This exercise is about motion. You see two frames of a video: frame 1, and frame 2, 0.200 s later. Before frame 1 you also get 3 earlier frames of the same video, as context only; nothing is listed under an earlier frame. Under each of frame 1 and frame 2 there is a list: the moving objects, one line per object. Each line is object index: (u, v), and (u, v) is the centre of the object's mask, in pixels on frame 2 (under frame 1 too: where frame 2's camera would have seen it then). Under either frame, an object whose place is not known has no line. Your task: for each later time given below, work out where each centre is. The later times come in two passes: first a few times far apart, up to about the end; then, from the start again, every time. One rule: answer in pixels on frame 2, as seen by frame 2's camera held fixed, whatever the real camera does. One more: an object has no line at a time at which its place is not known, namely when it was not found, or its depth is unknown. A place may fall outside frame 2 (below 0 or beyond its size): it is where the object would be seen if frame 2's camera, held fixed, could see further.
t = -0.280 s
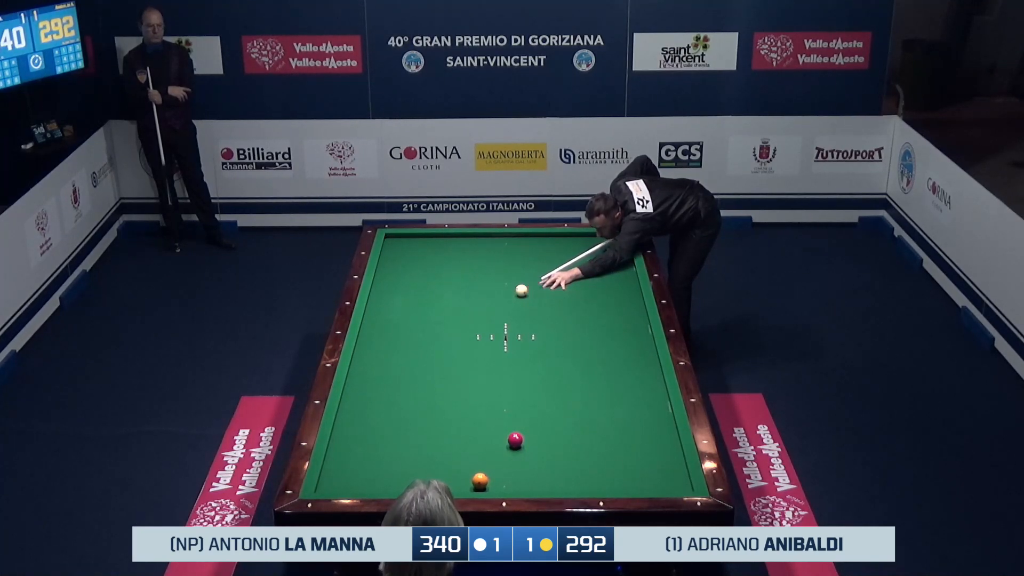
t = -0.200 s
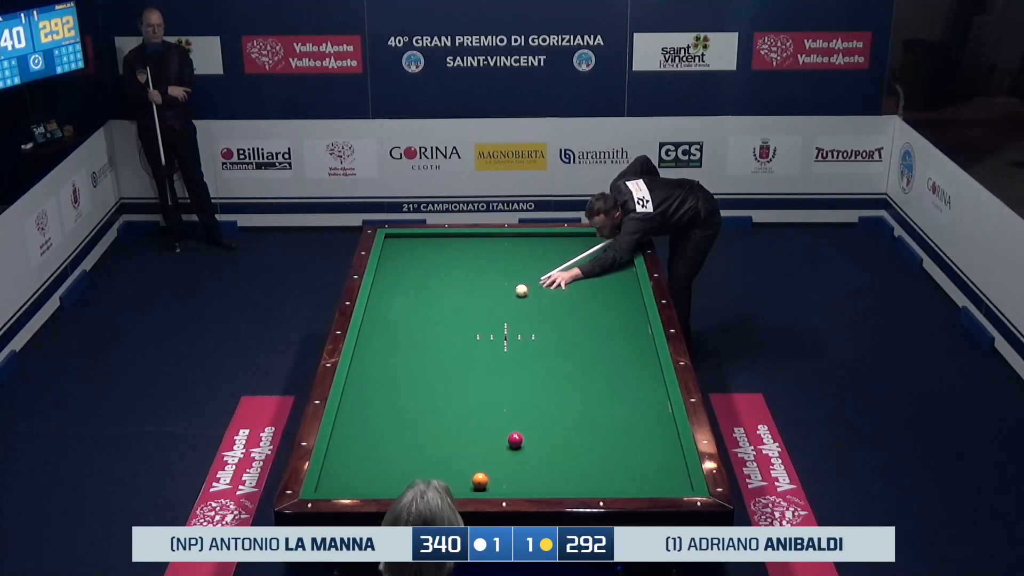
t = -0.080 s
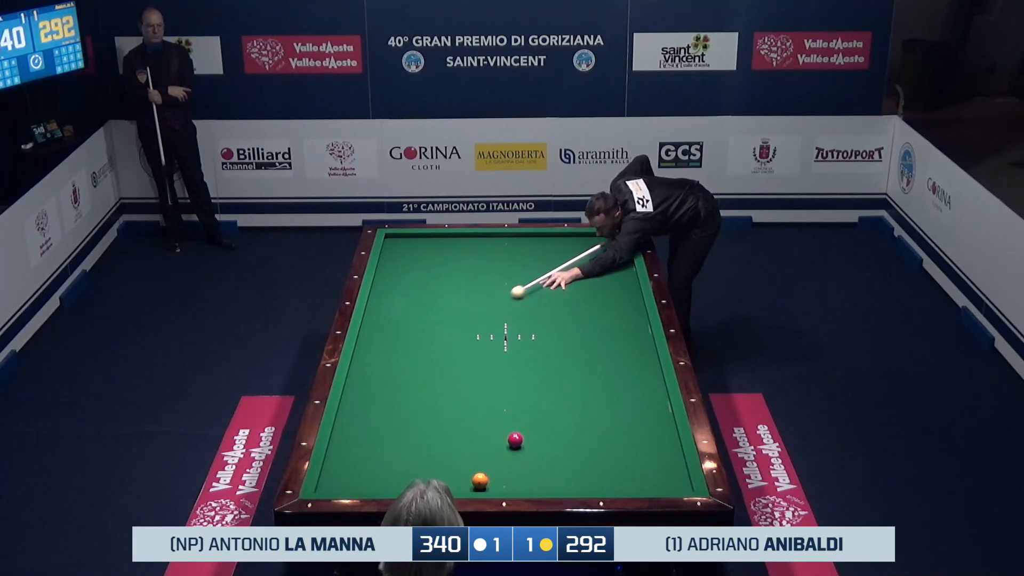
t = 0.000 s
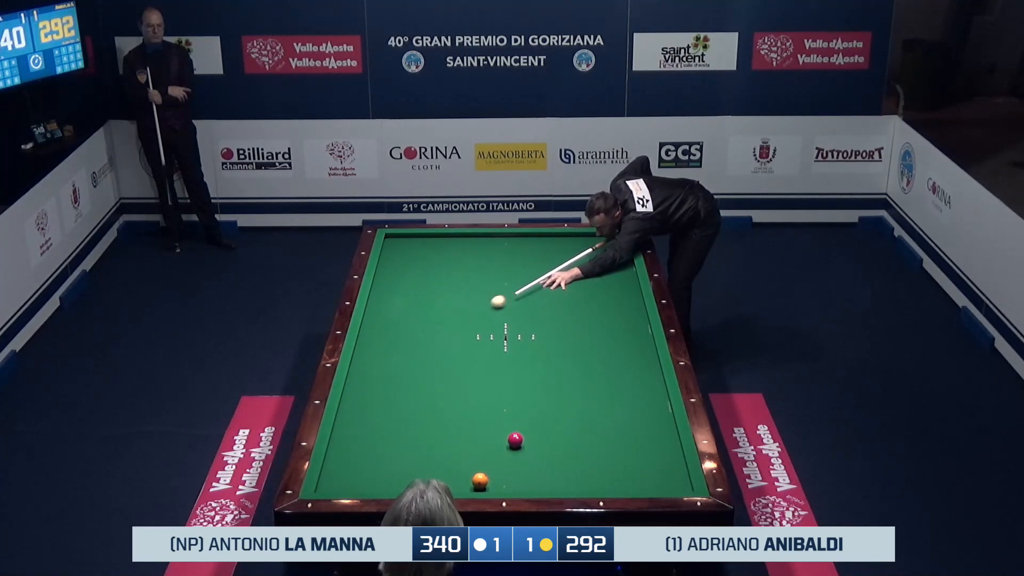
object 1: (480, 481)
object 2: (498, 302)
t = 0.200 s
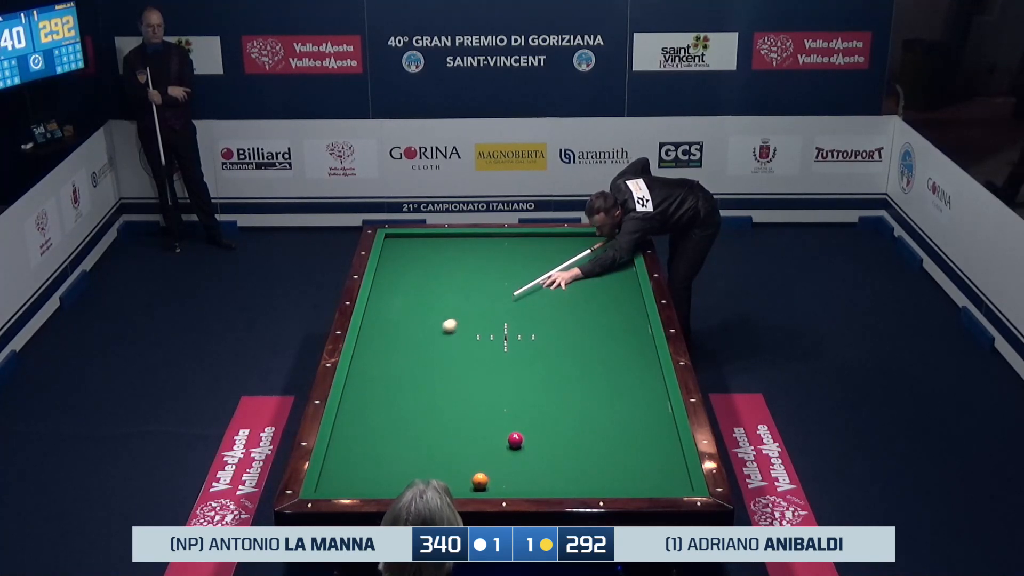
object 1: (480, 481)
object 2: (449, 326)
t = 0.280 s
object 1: (480, 481)
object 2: (429, 336)
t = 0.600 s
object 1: (480, 481)
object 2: (361, 380)
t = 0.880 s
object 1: (480, 481)
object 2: (400, 416)
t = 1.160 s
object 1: (480, 481)
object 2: (438, 456)
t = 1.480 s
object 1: (498, 469)
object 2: (475, 486)
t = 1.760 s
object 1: (538, 443)
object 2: (489, 486)
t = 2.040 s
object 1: (572, 421)
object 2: (502, 487)
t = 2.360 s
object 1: (609, 397)
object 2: (516, 487)
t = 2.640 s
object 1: (638, 378)
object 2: (527, 486)
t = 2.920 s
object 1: (646, 362)
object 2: (538, 486)
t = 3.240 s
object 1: (625, 348)
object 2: (548, 486)
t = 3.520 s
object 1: (609, 337)
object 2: (556, 486)
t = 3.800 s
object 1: (593, 326)
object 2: (564, 486)
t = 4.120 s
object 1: (576, 315)
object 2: (571, 486)
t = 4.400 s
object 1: (563, 306)
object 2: (577, 486)
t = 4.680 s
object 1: (549, 297)
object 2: (582, 485)
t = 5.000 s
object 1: (535, 288)
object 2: (586, 485)
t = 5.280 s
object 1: (524, 280)
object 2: (590, 485)
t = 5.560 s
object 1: (513, 273)
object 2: (592, 485)
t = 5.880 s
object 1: (502, 265)
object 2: (593, 485)
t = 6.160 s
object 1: (492, 259)
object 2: (594, 485)
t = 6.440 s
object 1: (484, 253)
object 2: (594, 485)
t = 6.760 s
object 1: (474, 247)
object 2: (594, 485)
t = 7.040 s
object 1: (466, 241)
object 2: (594, 485)
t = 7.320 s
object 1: (459, 236)
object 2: (594, 485)
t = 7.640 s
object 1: (452, 238)
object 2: (594, 485)
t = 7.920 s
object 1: (447, 240)
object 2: (594, 485)
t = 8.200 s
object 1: (443, 243)
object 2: (594, 485)
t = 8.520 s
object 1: (438, 246)
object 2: (594, 485)
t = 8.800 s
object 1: (434, 248)
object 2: (594, 485)
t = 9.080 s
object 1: (430, 250)
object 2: (594, 485)
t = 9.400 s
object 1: (426, 252)
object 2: (594, 485)
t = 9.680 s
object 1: (423, 253)
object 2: (594, 485)
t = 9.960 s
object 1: (420, 255)
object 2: (594, 485)
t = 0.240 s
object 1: (480, 481)
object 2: (439, 332)
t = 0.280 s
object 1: (480, 481)
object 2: (429, 336)
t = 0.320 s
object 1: (480, 481)
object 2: (418, 342)
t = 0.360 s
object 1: (480, 481)
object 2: (407, 347)
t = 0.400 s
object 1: (480, 481)
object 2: (396, 352)
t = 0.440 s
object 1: (480, 481)
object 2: (386, 358)
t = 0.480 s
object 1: (480, 481)
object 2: (374, 364)
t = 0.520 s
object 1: (480, 481)
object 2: (363, 369)
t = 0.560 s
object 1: (480, 481)
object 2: (354, 375)
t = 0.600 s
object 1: (480, 481)
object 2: (361, 380)
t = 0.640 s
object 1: (480, 481)
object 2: (368, 384)
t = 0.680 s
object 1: (480, 481)
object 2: (375, 390)
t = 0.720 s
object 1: (480, 481)
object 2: (380, 395)
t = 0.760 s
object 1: (480, 481)
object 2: (385, 400)
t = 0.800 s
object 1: (480, 481)
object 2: (390, 405)
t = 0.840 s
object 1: (480, 481)
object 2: (395, 410)
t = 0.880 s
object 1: (480, 481)
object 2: (400, 416)
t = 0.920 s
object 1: (480, 481)
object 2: (406, 421)
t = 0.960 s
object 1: (480, 481)
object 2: (411, 427)
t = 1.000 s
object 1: (480, 481)
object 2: (416, 432)
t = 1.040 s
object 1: (480, 481)
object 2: (422, 438)
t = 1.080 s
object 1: (480, 481)
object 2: (427, 444)
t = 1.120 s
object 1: (480, 481)
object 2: (432, 450)
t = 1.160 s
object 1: (480, 481)
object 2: (438, 456)
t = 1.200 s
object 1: (480, 481)
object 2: (444, 463)
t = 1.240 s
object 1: (480, 481)
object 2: (450, 468)
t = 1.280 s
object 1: (480, 481)
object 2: (456, 475)
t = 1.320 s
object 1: (480, 481)
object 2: (462, 482)
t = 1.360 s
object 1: (481, 480)
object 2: (467, 486)
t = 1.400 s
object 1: (483, 479)
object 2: (472, 486)
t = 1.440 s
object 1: (491, 474)
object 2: (474, 486)
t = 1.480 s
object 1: (498, 469)
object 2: (475, 486)
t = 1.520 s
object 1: (504, 465)
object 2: (477, 486)
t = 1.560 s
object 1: (510, 461)
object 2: (479, 486)
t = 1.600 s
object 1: (516, 457)
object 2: (481, 486)
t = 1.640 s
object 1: (522, 454)
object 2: (483, 486)
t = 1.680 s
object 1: (527, 450)
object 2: (485, 486)
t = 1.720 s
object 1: (532, 447)
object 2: (487, 486)
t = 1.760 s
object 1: (538, 443)
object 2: (489, 486)
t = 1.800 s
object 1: (543, 440)
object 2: (491, 486)
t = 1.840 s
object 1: (548, 437)
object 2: (493, 486)
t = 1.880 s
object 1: (553, 433)
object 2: (495, 486)
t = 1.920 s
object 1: (558, 430)
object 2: (497, 486)
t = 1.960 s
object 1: (563, 427)
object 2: (498, 486)
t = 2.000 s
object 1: (568, 424)
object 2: (500, 487)
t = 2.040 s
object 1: (572, 421)
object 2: (502, 487)
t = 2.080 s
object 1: (577, 417)
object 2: (504, 487)
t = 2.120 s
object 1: (582, 414)
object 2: (506, 486)
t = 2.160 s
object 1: (586, 411)
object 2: (508, 487)
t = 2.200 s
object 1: (591, 408)
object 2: (509, 487)
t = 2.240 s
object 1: (596, 406)
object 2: (511, 487)
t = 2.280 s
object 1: (600, 403)
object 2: (513, 487)
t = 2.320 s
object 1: (604, 400)
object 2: (514, 487)
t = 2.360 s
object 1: (609, 397)
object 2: (516, 487)
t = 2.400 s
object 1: (613, 394)
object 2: (518, 487)
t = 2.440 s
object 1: (617, 391)
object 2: (519, 487)
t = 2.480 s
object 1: (622, 388)
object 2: (521, 487)
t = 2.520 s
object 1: (626, 386)
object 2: (523, 487)
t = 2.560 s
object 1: (630, 383)
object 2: (524, 487)
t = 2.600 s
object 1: (634, 380)
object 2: (526, 487)
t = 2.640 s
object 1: (638, 378)
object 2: (527, 486)
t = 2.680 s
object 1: (642, 375)
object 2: (529, 486)
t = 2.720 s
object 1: (646, 373)
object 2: (530, 486)
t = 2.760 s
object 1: (650, 370)
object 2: (532, 487)
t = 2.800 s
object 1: (654, 367)
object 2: (533, 486)
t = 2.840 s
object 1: (653, 366)
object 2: (535, 486)
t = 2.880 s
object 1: (649, 364)
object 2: (536, 486)
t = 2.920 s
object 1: (646, 362)
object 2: (538, 486)
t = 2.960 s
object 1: (643, 360)
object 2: (539, 486)
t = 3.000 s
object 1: (641, 358)
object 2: (540, 486)
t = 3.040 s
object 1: (638, 357)
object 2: (542, 486)
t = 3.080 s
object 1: (635, 355)
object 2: (543, 486)
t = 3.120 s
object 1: (633, 353)
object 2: (544, 486)
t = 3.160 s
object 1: (630, 351)
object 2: (546, 486)
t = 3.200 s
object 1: (628, 350)
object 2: (547, 486)
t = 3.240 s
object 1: (625, 348)
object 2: (548, 486)
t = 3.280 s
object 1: (623, 346)
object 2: (550, 486)
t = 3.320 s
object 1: (620, 345)
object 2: (550, 486)
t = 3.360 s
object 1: (618, 343)
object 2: (552, 486)
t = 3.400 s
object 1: (616, 341)
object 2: (553, 486)
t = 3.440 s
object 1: (613, 340)
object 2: (554, 486)
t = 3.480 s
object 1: (611, 338)
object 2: (555, 486)
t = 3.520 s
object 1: (609, 337)
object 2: (556, 486)
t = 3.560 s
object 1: (606, 335)
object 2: (558, 486)
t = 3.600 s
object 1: (604, 334)
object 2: (559, 486)
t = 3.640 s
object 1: (602, 332)
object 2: (560, 486)
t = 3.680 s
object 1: (599, 331)
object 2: (561, 486)
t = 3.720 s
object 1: (597, 329)
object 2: (562, 486)
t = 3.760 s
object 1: (595, 328)
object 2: (563, 486)
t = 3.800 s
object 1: (593, 326)
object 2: (564, 486)
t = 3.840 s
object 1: (591, 325)
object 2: (565, 486)
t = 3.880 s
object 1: (589, 323)
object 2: (566, 486)
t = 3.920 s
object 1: (586, 322)
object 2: (567, 486)
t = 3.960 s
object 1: (584, 321)
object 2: (568, 486)
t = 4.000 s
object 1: (582, 319)
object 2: (569, 486)
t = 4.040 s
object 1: (580, 318)
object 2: (570, 486)
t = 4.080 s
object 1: (578, 316)
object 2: (571, 486)
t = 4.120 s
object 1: (576, 315)
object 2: (571, 486)
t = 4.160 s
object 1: (574, 314)
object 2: (572, 486)
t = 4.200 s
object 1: (572, 312)
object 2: (573, 486)
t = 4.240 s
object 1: (570, 311)
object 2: (574, 486)
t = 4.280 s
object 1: (568, 310)
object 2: (575, 486)
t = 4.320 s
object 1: (566, 308)
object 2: (576, 486)
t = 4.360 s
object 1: (564, 307)
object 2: (576, 486)
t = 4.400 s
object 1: (563, 306)
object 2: (577, 486)
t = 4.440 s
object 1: (560, 305)
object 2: (578, 486)
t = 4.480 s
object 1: (559, 303)
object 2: (579, 486)
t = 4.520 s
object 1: (557, 302)
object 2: (579, 486)
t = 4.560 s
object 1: (555, 301)
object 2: (580, 486)
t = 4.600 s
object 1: (553, 299)
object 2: (580, 486)
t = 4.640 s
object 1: (551, 298)
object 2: (581, 485)
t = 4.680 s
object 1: (549, 297)
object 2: (582, 485)
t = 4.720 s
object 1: (548, 296)
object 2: (583, 486)
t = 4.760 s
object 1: (546, 295)
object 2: (583, 485)
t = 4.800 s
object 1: (544, 294)
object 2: (584, 485)
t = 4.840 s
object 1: (542, 292)
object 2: (584, 485)
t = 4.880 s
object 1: (541, 291)
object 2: (585, 485)
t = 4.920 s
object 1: (539, 290)
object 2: (585, 485)
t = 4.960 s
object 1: (537, 289)
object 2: (586, 485)
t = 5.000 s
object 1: (535, 288)
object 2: (586, 485)
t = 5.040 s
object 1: (534, 287)
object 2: (587, 485)
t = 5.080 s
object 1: (532, 286)
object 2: (587, 485)
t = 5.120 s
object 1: (531, 284)
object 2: (588, 485)
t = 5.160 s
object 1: (529, 283)
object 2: (588, 485)
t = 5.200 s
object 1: (527, 282)
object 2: (589, 485)
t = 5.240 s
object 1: (526, 281)
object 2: (589, 485)
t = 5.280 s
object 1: (524, 280)
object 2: (590, 485)
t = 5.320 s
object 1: (523, 279)
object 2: (590, 485)
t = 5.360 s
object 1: (521, 278)
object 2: (590, 485)
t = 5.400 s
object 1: (519, 277)
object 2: (591, 485)
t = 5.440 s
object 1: (518, 276)
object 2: (591, 485)
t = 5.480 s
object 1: (516, 275)
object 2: (591, 485)
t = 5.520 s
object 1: (515, 274)
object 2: (592, 485)
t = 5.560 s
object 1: (513, 273)
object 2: (592, 485)
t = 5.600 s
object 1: (512, 272)
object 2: (592, 485)
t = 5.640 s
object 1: (510, 271)
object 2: (592, 485)
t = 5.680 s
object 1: (509, 270)
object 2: (593, 485)
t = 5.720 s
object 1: (507, 269)
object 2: (593, 485)
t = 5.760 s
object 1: (506, 268)
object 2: (593, 485)
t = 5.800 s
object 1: (505, 267)
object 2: (593, 485)
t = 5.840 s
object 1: (503, 266)
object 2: (593, 485)
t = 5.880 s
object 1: (502, 265)
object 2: (593, 485)
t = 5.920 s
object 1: (501, 264)
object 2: (594, 485)
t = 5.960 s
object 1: (499, 263)
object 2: (594, 485)
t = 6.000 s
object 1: (498, 263)
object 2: (594, 485)
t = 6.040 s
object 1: (497, 262)
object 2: (594, 485)
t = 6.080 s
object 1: (495, 261)
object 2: (594, 485)
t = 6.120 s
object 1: (494, 260)
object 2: (594, 485)
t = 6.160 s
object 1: (492, 259)
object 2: (594, 485)
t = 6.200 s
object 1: (491, 258)
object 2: (594, 485)
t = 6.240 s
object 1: (490, 257)
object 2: (594, 485)
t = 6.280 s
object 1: (489, 256)
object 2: (594, 485)
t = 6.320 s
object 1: (487, 255)
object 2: (594, 485)
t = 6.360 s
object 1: (486, 255)
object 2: (594, 485)
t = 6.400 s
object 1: (485, 254)
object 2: (594, 485)
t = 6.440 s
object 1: (484, 253)
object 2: (594, 485)
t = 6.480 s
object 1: (483, 252)
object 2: (594, 485)
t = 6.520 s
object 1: (481, 251)
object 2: (594, 485)
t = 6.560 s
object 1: (480, 250)
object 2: (594, 485)
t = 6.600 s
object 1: (479, 250)
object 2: (594, 485)
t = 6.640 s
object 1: (478, 249)
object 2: (594, 485)
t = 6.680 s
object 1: (476, 248)
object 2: (594, 485)
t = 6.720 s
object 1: (475, 247)
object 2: (594, 485)
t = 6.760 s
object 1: (474, 247)
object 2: (594, 485)
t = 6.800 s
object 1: (473, 246)
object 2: (594, 485)
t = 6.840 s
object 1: (472, 245)
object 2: (594, 485)
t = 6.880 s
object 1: (471, 244)
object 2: (594, 485)
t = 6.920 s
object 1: (469, 243)
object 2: (594, 485)
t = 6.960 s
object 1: (468, 243)
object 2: (594, 485)
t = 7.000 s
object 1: (467, 242)
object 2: (594, 485)
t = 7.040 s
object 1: (466, 241)
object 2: (594, 485)
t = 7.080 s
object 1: (465, 241)
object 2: (594, 485)
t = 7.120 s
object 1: (464, 240)
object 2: (594, 485)
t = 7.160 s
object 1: (463, 239)
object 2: (594, 485)
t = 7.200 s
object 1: (462, 238)
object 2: (594, 485)
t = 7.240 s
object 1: (461, 238)
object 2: (594, 485)
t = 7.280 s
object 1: (460, 237)
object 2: (594, 485)
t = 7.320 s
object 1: (459, 236)
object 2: (594, 485)
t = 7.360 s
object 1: (458, 236)
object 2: (594, 485)
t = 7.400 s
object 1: (457, 235)
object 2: (594, 485)
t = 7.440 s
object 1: (456, 236)
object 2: (594, 485)
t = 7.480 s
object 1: (455, 236)
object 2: (594, 485)
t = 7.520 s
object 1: (454, 237)
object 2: (594, 485)
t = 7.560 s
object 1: (454, 237)
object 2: (594, 485)
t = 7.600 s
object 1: (453, 237)
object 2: (594, 485)
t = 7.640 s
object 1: (452, 238)
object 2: (594, 485)
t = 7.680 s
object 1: (451, 238)
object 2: (594, 485)
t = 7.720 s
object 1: (451, 238)
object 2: (594, 485)
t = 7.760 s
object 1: (450, 239)
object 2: (594, 485)
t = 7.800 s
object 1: (449, 239)
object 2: (594, 485)
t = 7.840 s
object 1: (449, 240)
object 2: (594, 485)
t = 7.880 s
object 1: (448, 240)
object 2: (594, 485)
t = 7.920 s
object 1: (447, 240)
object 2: (594, 485)
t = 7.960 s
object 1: (447, 241)
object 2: (594, 485)
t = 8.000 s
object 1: (446, 241)
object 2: (594, 485)
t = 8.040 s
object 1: (445, 241)
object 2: (594, 485)
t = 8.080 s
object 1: (445, 242)
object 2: (594, 485)
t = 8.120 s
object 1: (444, 242)
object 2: (594, 485)
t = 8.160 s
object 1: (443, 242)
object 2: (594, 485)
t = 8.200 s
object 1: (443, 243)
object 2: (594, 485)
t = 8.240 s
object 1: (442, 243)
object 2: (594, 485)
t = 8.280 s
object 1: (441, 244)
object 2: (594, 485)
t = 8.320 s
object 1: (441, 244)
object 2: (594, 485)
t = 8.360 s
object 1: (440, 244)
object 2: (594, 485)
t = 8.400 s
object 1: (440, 245)
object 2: (594, 485)
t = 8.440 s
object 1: (439, 245)
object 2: (594, 485)
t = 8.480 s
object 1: (438, 245)
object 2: (594, 485)
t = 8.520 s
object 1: (438, 246)
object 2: (594, 485)
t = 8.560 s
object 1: (437, 246)
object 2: (594, 485)
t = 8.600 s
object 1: (437, 246)
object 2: (594, 485)
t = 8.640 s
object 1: (436, 246)
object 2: (594, 485)
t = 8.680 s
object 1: (435, 247)
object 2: (594, 485)
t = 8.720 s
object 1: (435, 247)
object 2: (594, 485)
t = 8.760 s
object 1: (434, 247)
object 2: (594, 485)
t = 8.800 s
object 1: (434, 248)
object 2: (594, 485)
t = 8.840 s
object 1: (433, 248)
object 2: (594, 485)
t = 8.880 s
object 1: (432, 248)
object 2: (594, 485)
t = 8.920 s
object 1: (432, 248)
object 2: (594, 485)
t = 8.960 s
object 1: (431, 249)
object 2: (594, 485)
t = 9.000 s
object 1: (431, 249)
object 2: (594, 485)
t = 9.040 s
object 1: (430, 249)
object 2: (594, 485)
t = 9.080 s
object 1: (430, 250)
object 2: (594, 485)
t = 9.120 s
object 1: (429, 250)
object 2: (594, 485)
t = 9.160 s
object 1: (429, 250)
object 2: (594, 485)
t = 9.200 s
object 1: (428, 251)
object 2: (594, 485)
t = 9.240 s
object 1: (428, 251)
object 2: (594, 485)
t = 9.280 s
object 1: (427, 251)
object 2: (594, 485)
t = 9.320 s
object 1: (427, 251)
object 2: (594, 485)
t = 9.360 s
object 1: (426, 251)
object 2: (594, 485)
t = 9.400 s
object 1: (426, 252)
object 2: (594, 485)
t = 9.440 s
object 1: (425, 252)
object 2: (594, 485)
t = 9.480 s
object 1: (425, 252)
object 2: (594, 485)
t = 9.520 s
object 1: (424, 252)
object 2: (594, 485)
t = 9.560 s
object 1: (424, 253)
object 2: (594, 485)
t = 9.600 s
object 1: (423, 253)
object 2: (594, 485)
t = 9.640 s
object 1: (423, 253)
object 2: (594, 485)
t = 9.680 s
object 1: (423, 253)
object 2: (594, 485)
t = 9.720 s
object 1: (422, 254)
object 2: (594, 485)
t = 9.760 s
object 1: (422, 254)
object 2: (594, 485)
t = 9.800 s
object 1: (422, 254)
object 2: (594, 485)
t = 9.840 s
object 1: (421, 254)
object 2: (594, 485)
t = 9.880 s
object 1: (421, 254)
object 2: (594, 485)
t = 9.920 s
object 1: (420, 255)
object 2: (594, 485)
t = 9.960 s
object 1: (420, 255)
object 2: (594, 485)
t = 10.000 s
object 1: (419, 255)
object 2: (594, 485)
